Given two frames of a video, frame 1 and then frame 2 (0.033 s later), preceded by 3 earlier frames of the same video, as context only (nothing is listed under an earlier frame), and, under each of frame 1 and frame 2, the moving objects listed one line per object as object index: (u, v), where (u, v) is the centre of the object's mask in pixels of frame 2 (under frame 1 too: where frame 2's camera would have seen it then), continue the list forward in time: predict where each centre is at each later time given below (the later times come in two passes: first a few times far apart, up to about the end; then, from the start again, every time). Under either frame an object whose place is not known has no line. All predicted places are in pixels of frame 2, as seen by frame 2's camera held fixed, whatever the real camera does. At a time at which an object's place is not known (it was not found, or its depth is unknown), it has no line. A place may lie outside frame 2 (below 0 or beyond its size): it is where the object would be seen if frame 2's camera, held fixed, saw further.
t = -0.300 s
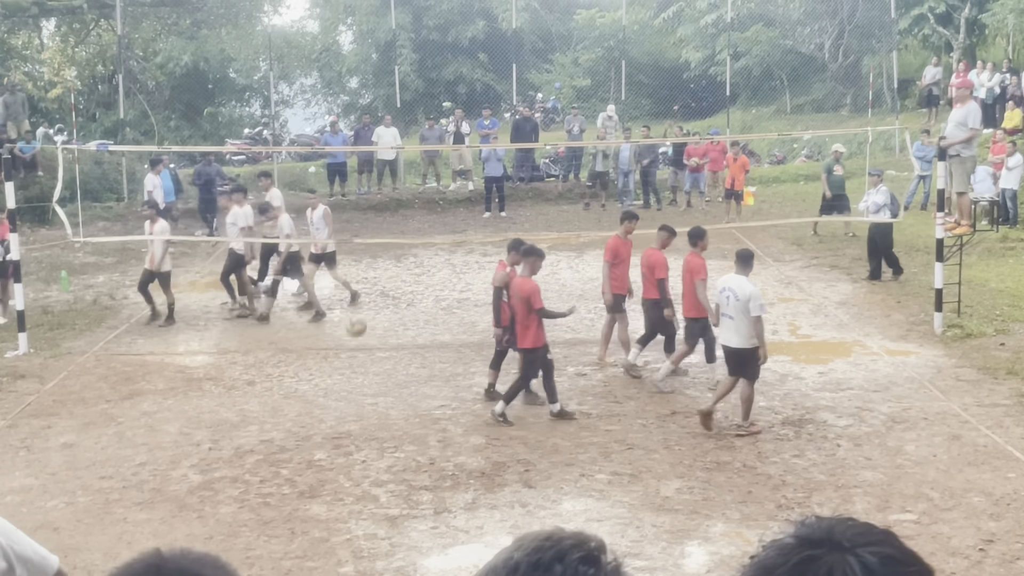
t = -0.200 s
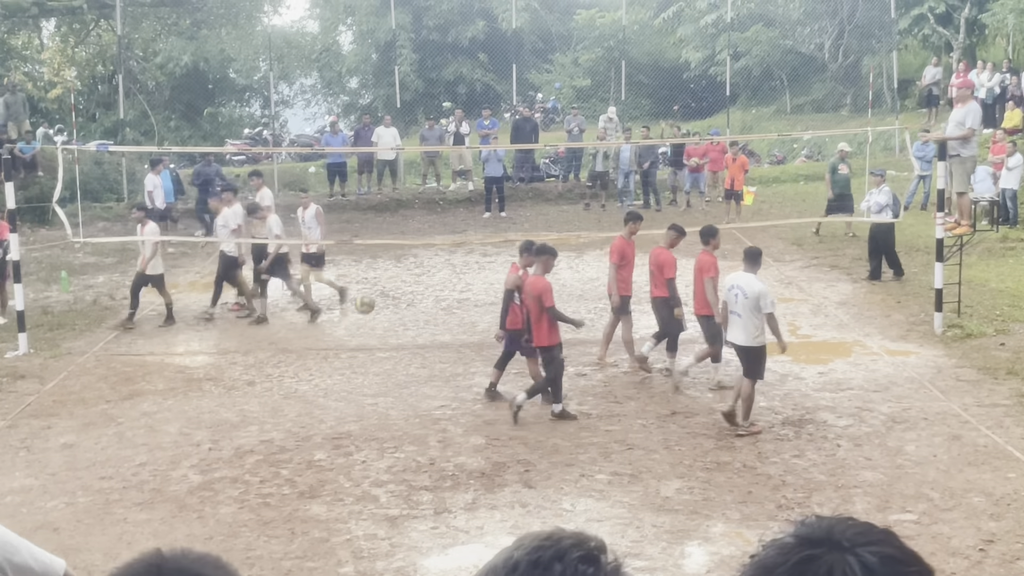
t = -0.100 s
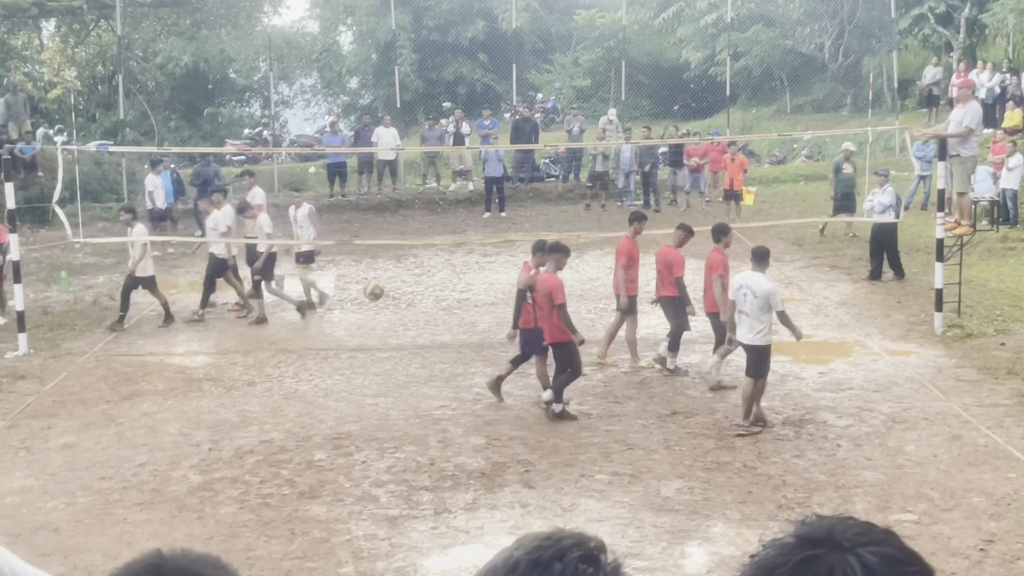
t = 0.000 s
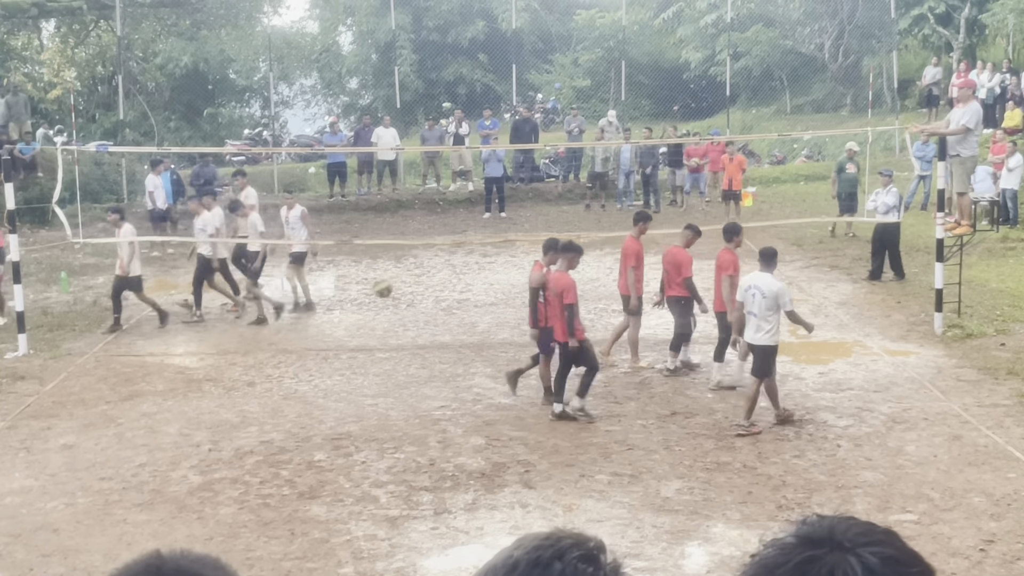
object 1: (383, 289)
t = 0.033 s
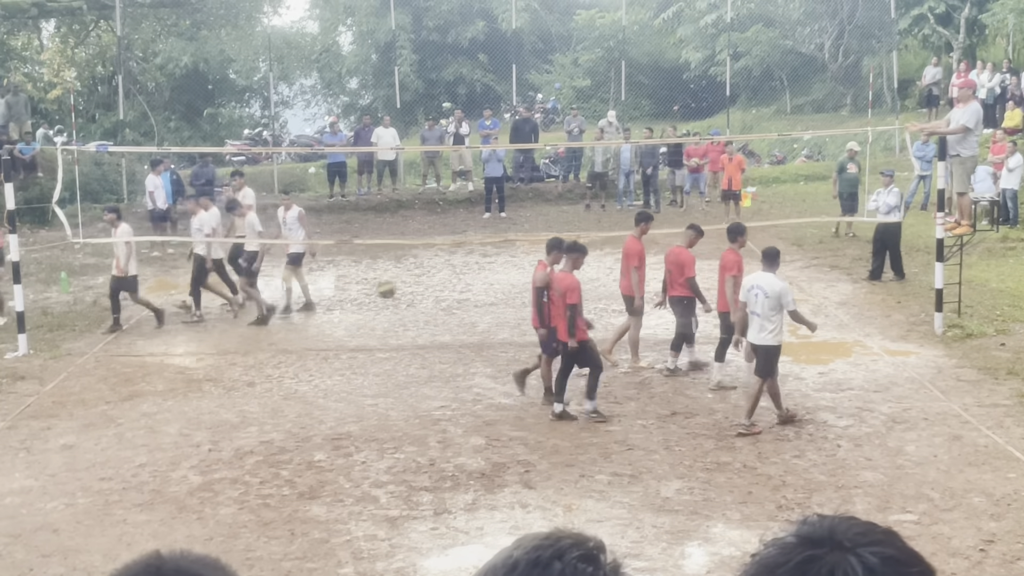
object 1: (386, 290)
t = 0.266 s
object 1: (409, 324)
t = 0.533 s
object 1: (436, 370)
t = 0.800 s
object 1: (459, 324)
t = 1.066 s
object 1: (486, 346)
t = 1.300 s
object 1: (509, 381)
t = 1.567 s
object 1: (534, 351)
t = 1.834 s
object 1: (561, 389)
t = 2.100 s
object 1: (584, 365)
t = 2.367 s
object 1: (609, 389)
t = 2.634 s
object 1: (637, 376)
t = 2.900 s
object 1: (664, 387)
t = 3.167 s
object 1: (693, 393)
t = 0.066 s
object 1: (389, 292)
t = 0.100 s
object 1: (393, 294)
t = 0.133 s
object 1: (395, 297)
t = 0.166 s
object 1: (399, 302)
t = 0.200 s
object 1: (402, 308)
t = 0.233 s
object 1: (406, 316)
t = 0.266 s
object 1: (409, 324)
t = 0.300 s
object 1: (413, 334)
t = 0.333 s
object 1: (416, 344)
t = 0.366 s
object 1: (419, 354)
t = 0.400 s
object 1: (423, 366)
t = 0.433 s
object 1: (427, 380)
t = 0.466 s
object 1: (430, 391)
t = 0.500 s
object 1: (433, 380)
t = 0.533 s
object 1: (436, 370)
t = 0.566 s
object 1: (438, 361)
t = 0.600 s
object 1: (441, 353)
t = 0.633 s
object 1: (444, 346)
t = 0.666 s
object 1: (447, 340)
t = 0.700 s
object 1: (450, 334)
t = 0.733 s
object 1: (453, 329)
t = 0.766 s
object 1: (456, 326)
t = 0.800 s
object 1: (459, 324)
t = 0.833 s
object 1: (462, 324)
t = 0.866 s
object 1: (466, 323)
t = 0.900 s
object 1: (469, 325)
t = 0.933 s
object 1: (472, 327)
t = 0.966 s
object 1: (476, 331)
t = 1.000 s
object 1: (479, 335)
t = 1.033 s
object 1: (483, 340)
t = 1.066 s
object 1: (486, 346)
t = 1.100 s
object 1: (488, 352)
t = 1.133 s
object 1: (493, 361)
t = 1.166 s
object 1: (497, 371)
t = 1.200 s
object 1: (499, 381)
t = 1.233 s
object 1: (504, 394)
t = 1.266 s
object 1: (506, 389)
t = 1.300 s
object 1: (509, 381)
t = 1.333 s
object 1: (512, 373)
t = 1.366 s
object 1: (515, 367)
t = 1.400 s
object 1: (518, 361)
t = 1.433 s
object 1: (521, 357)
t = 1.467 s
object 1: (524, 354)
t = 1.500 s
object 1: (527, 352)
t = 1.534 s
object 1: (530, 351)
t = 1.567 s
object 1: (534, 351)
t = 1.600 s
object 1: (537, 351)
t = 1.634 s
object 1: (540, 353)
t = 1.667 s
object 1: (544, 356)
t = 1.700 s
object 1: (547, 361)
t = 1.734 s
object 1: (551, 366)
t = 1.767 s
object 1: (554, 373)
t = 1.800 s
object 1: (557, 379)
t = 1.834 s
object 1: (561, 389)
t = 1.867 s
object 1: (564, 398)
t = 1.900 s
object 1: (567, 391)
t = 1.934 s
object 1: (570, 382)
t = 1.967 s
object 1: (572, 377)
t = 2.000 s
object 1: (575, 372)
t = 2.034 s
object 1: (578, 369)
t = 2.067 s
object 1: (581, 366)
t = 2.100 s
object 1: (584, 365)
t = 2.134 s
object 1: (587, 364)
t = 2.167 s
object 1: (590, 364)
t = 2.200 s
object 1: (593, 366)
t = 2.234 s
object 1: (596, 369)
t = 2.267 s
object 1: (599, 372)
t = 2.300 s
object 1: (602, 376)
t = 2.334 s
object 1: (605, 382)
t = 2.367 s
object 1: (609, 389)
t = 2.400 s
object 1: (613, 397)
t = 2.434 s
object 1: (616, 394)
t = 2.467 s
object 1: (620, 387)
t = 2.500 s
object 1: (623, 383)
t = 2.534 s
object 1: (626, 381)
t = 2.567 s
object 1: (631, 378)
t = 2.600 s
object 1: (633, 376)
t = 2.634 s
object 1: (637, 376)
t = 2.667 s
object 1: (640, 377)
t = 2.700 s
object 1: (643, 379)
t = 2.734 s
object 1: (647, 381)
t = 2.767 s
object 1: (652, 385)
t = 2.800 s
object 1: (654, 390)
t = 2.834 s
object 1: (658, 395)
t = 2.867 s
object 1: (661, 389)
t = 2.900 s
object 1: (664, 387)
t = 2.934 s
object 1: (668, 383)
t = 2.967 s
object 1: (671, 382)
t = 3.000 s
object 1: (674, 380)
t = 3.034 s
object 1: (678, 380)
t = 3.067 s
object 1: (682, 382)
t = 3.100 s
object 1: (686, 385)
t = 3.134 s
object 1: (689, 388)
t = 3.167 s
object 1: (693, 393)
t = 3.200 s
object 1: (695, 391)
